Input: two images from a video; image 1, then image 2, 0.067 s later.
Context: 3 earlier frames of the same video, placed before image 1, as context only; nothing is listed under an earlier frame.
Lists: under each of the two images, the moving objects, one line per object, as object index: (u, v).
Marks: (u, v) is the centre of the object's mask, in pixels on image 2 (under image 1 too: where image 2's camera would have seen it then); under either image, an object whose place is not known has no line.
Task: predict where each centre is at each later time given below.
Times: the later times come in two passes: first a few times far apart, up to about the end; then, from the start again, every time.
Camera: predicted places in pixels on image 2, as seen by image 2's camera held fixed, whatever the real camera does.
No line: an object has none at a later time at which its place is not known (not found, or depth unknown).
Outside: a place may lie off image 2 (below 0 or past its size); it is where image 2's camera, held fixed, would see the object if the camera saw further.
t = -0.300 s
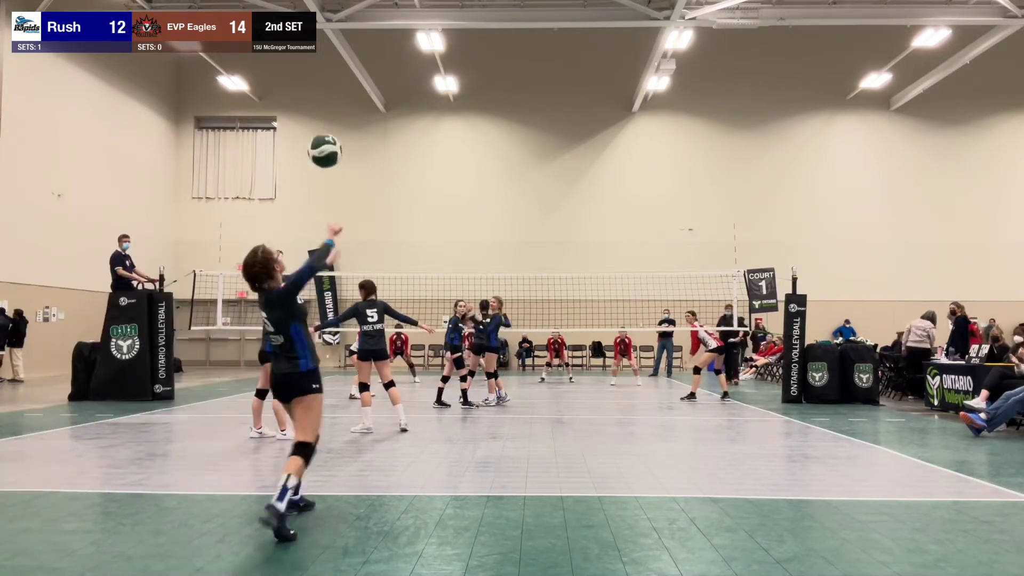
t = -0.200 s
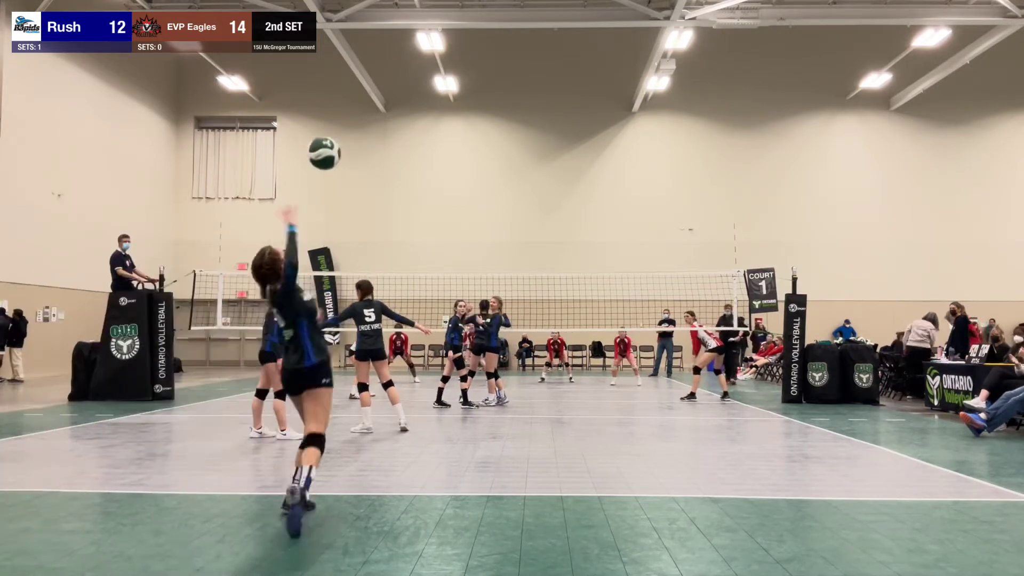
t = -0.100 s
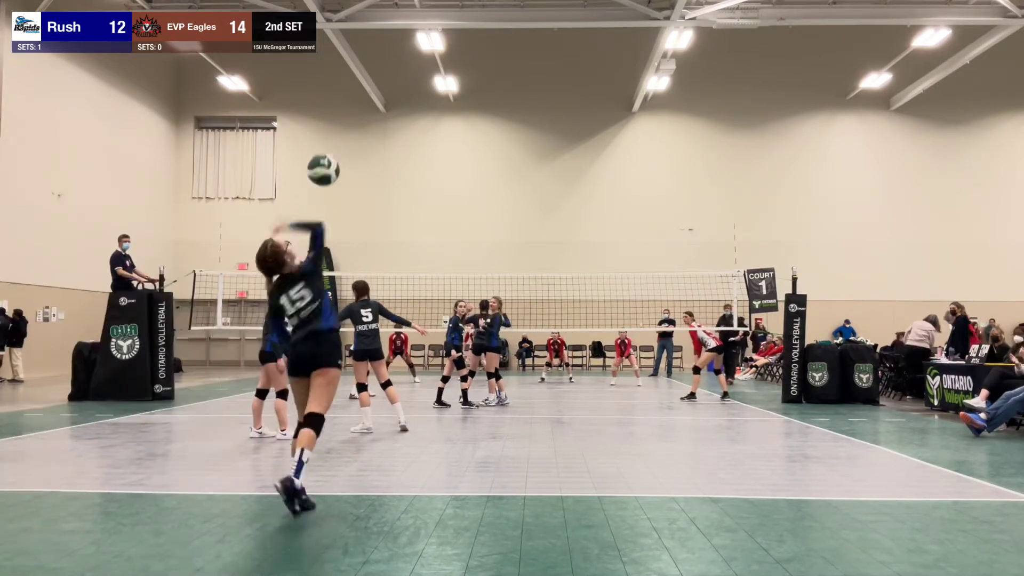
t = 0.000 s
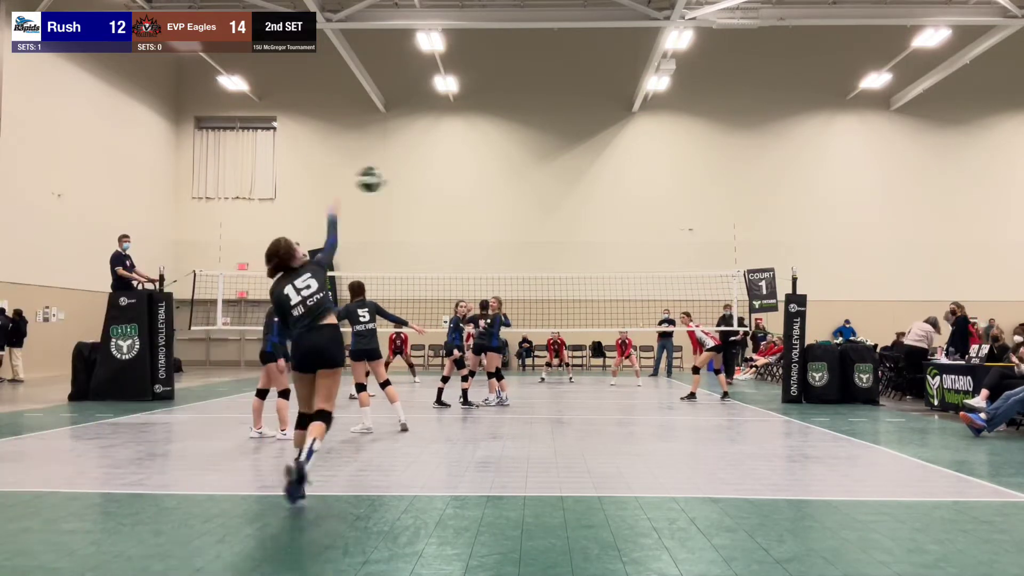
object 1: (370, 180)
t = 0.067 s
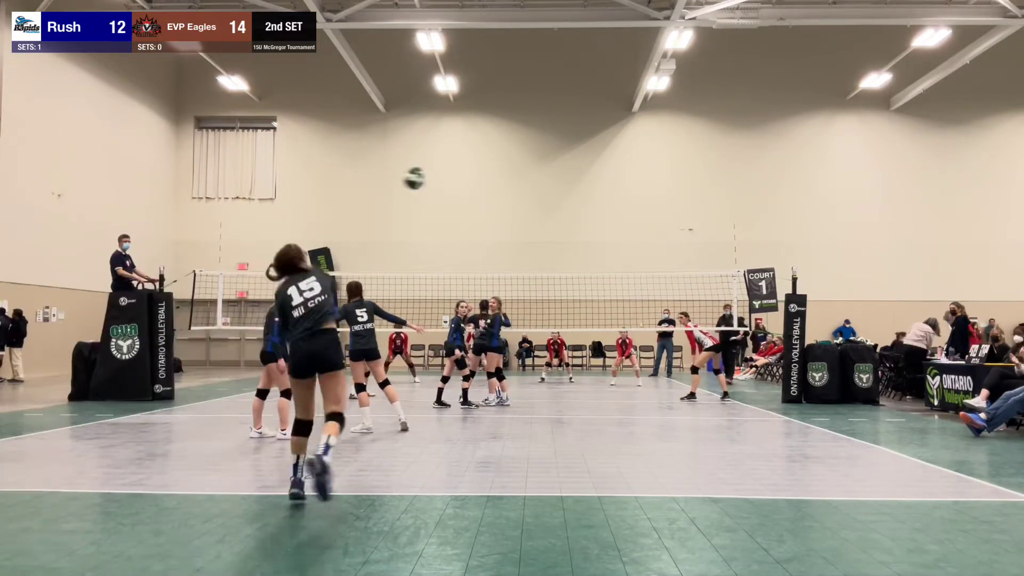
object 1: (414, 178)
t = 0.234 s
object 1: (486, 191)
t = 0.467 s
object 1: (541, 237)
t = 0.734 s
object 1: (569, 303)
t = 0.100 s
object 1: (432, 179)
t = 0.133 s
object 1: (448, 180)
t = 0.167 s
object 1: (462, 183)
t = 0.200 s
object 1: (474, 186)
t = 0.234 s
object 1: (486, 191)
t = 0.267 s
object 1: (496, 196)
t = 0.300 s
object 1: (505, 201)
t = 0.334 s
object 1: (513, 207)
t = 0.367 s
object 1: (521, 214)
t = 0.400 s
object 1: (529, 221)
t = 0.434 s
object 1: (535, 229)
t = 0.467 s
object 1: (541, 237)
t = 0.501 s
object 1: (546, 245)
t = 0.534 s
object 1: (551, 253)
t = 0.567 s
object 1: (554, 262)
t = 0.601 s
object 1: (558, 269)
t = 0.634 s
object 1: (562, 280)
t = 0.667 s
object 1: (565, 287)
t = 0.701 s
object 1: (568, 295)
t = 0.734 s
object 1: (569, 303)
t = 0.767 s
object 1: (573, 312)
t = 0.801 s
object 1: (574, 320)
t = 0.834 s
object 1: (576, 327)
